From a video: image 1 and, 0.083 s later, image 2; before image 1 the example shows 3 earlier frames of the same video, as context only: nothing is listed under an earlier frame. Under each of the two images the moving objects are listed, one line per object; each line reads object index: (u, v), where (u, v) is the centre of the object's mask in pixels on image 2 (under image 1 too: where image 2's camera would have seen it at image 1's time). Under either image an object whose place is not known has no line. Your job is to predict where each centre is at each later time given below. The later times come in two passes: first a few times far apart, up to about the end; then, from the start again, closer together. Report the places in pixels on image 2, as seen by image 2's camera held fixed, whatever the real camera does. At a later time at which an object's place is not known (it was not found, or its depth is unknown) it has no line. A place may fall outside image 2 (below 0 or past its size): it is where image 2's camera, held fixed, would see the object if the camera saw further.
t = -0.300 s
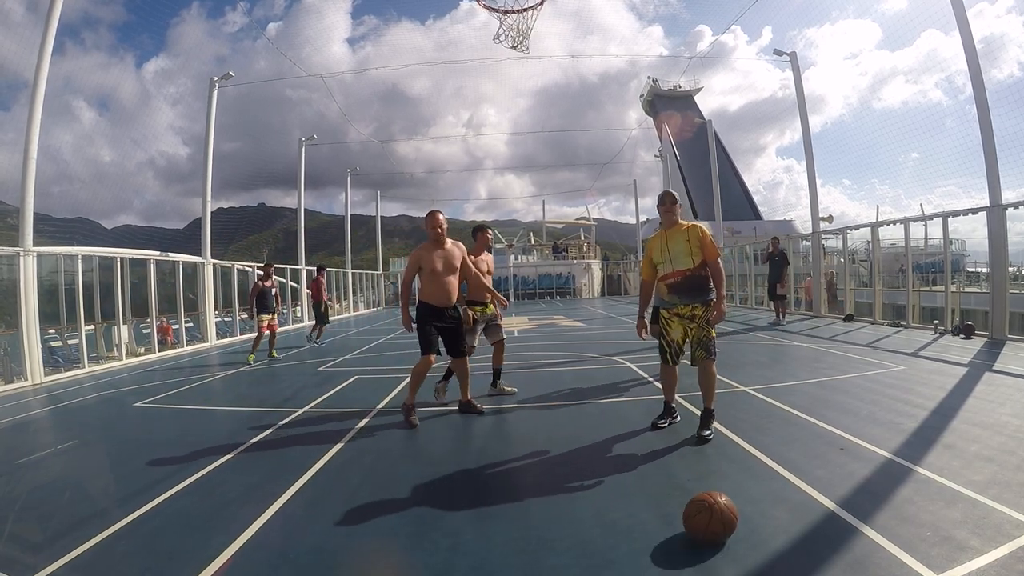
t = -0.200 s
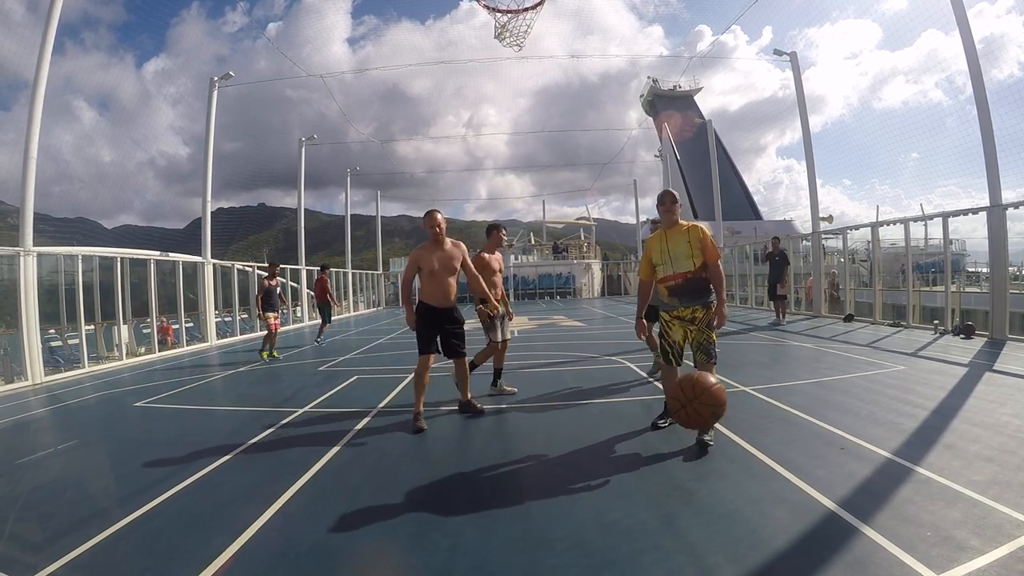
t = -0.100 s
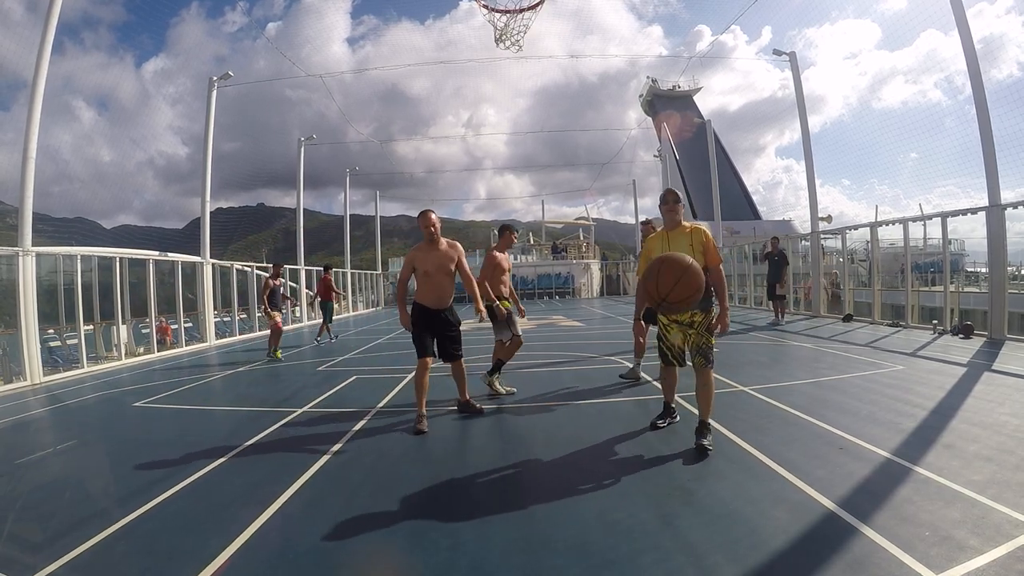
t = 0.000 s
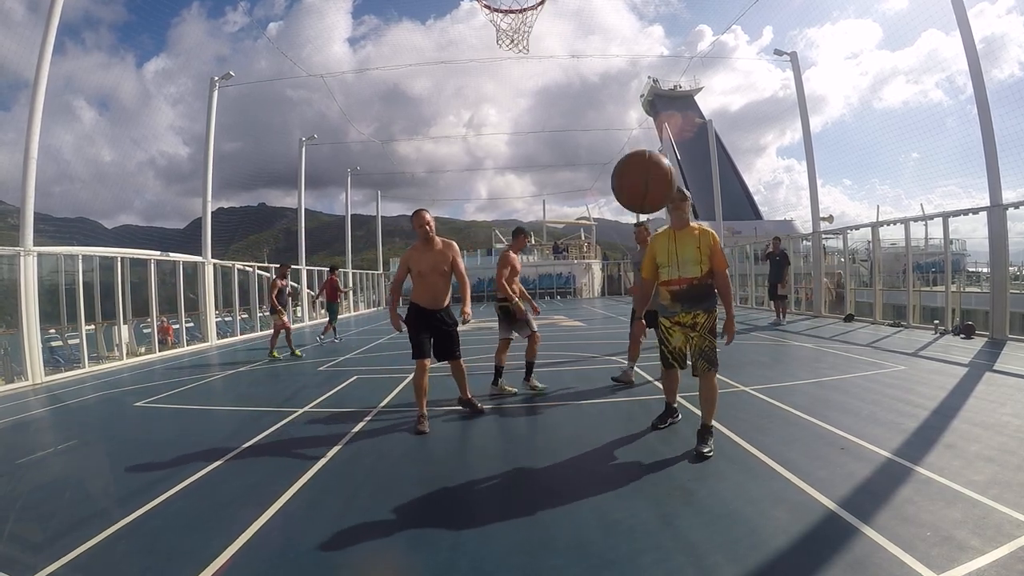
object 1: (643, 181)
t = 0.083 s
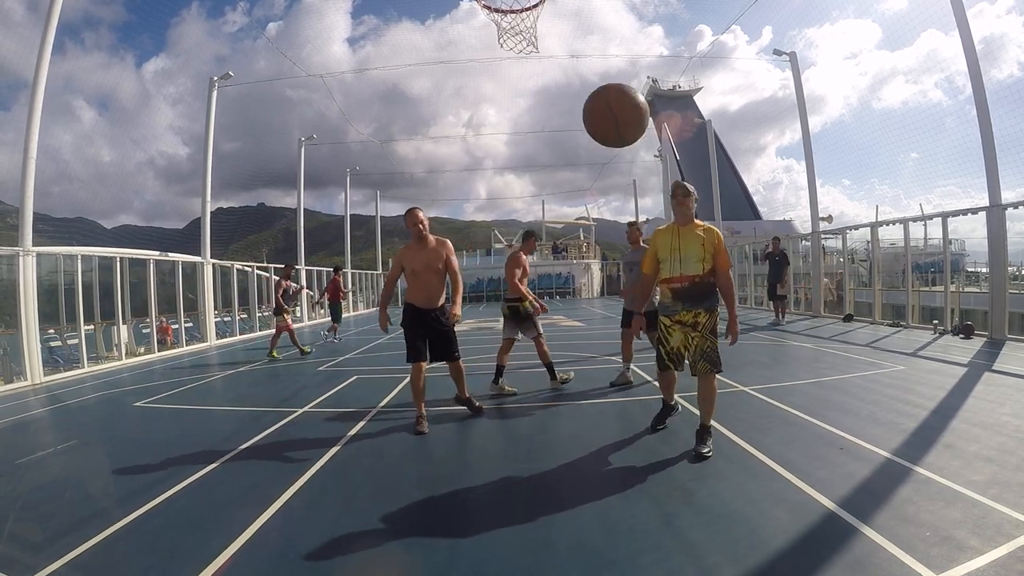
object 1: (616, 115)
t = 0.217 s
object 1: (572, 45)
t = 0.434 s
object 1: (505, 26)
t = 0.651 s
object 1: (434, 130)
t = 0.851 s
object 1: (368, 406)
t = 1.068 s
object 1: (293, 514)
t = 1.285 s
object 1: (168, 282)
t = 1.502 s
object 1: (73, 189)
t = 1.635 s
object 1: (27, 215)
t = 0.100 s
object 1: (610, 104)
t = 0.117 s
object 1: (604, 93)
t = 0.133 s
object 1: (599, 84)
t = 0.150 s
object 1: (594, 75)
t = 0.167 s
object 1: (588, 66)
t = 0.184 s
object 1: (583, 58)
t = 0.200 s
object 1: (578, 51)
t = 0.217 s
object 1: (572, 45)
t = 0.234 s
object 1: (567, 39)
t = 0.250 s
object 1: (562, 34)
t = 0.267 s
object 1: (557, 31)
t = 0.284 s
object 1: (551, 28)
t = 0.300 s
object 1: (546, 26)
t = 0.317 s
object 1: (541, 25)
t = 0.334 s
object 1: (537, 24)
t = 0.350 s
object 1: (531, 23)
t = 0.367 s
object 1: (526, 23)
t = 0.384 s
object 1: (521, 23)
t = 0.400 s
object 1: (516, 24)
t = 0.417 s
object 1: (511, 25)
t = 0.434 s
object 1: (505, 26)
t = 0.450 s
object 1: (500, 28)
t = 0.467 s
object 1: (495, 31)
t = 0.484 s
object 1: (490, 34)
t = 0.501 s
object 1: (484, 39)
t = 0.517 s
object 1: (479, 45)
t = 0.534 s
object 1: (474, 52)
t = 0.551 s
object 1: (469, 60)
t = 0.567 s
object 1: (463, 69)
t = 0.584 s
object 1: (458, 79)
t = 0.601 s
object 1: (452, 90)
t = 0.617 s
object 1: (446, 102)
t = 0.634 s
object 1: (440, 115)
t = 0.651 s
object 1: (434, 130)
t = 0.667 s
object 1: (428, 146)
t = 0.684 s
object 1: (422, 163)
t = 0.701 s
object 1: (416, 182)
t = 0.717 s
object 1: (410, 201)
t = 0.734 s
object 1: (405, 223)
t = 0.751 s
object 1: (400, 246)
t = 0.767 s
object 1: (394, 270)
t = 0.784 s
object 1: (388, 295)
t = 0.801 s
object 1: (382, 322)
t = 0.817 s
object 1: (376, 349)
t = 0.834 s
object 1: (372, 377)
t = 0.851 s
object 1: (368, 406)
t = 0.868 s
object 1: (364, 435)
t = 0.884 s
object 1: (361, 464)
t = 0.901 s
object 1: (358, 493)
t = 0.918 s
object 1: (356, 522)
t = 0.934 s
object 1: (354, 546)
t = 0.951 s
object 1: (352, 560)
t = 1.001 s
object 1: (336, 567)
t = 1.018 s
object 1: (325, 559)
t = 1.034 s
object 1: (315, 549)
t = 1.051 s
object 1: (304, 535)
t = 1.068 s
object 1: (293, 514)
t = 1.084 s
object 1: (283, 495)
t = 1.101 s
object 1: (272, 475)
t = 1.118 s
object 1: (261, 455)
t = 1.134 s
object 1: (251, 435)
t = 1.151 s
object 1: (241, 416)
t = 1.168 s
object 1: (231, 397)
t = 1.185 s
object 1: (221, 378)
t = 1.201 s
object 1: (211, 361)
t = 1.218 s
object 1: (203, 343)
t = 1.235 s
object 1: (194, 327)
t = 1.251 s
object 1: (185, 311)
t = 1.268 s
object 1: (177, 296)
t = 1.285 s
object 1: (168, 282)
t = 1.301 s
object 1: (160, 269)
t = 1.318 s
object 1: (152, 257)
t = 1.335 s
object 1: (145, 246)
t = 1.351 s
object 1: (137, 236)
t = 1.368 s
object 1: (130, 227)
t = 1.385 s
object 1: (122, 218)
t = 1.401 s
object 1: (115, 211)
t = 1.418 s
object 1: (108, 205)
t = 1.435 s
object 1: (101, 199)
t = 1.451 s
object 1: (94, 195)
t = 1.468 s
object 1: (87, 192)
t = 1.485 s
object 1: (80, 190)
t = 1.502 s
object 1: (73, 189)
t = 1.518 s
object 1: (66, 189)
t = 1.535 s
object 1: (59, 189)
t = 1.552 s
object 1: (51, 191)
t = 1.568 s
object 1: (44, 194)
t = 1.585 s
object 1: (39, 197)
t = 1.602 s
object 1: (34, 202)
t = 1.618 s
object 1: (30, 208)
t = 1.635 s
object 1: (27, 215)
